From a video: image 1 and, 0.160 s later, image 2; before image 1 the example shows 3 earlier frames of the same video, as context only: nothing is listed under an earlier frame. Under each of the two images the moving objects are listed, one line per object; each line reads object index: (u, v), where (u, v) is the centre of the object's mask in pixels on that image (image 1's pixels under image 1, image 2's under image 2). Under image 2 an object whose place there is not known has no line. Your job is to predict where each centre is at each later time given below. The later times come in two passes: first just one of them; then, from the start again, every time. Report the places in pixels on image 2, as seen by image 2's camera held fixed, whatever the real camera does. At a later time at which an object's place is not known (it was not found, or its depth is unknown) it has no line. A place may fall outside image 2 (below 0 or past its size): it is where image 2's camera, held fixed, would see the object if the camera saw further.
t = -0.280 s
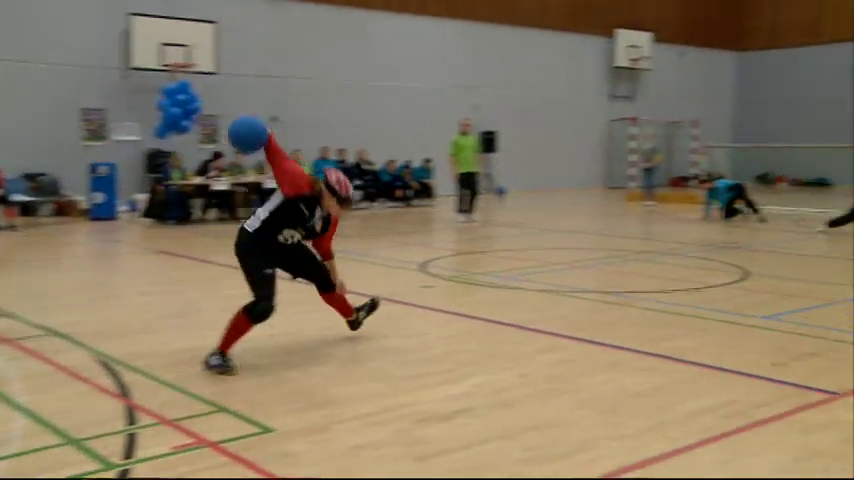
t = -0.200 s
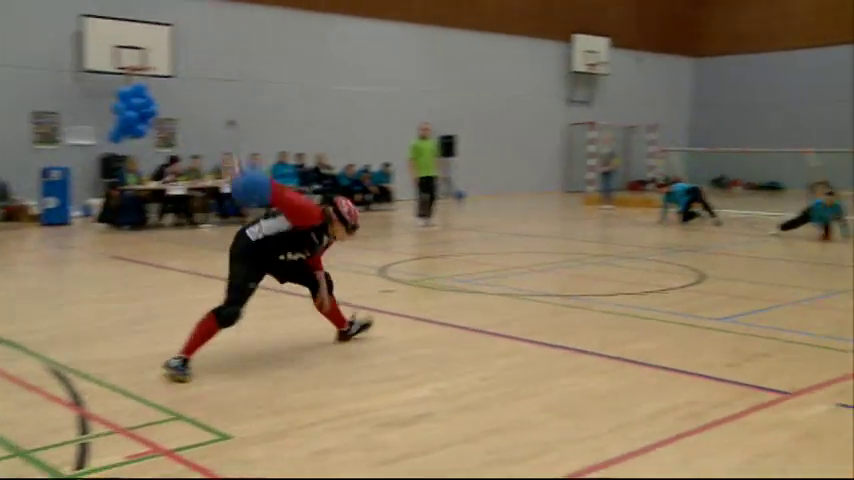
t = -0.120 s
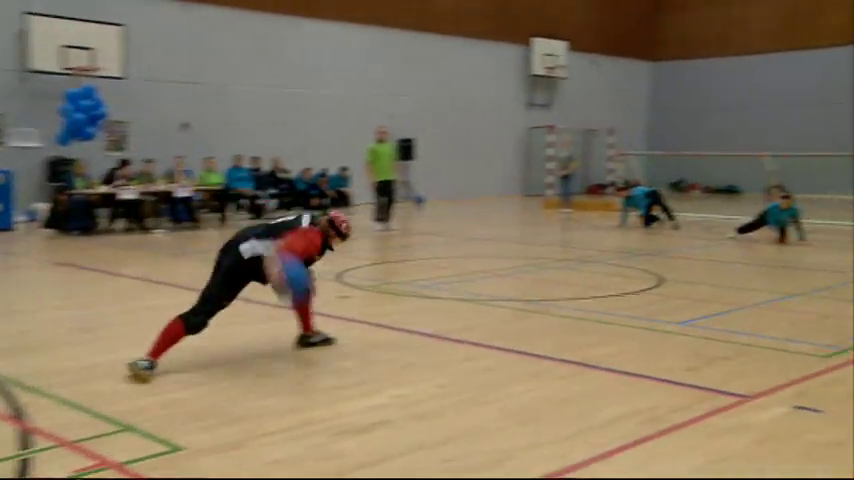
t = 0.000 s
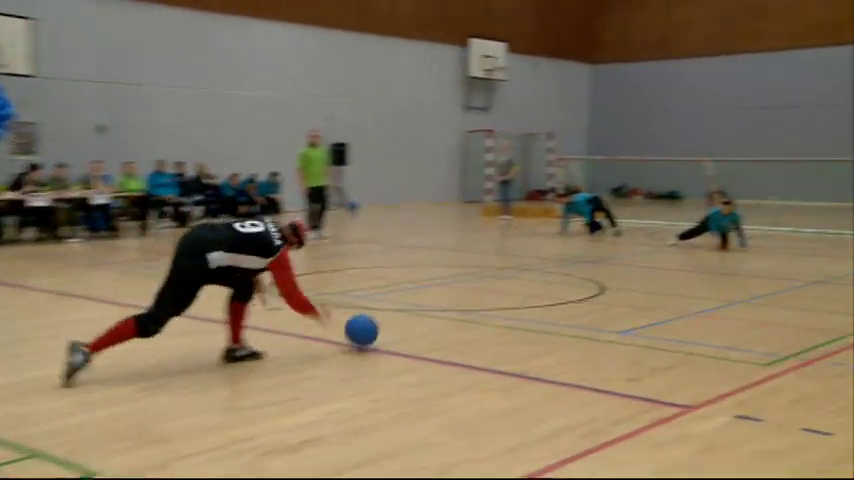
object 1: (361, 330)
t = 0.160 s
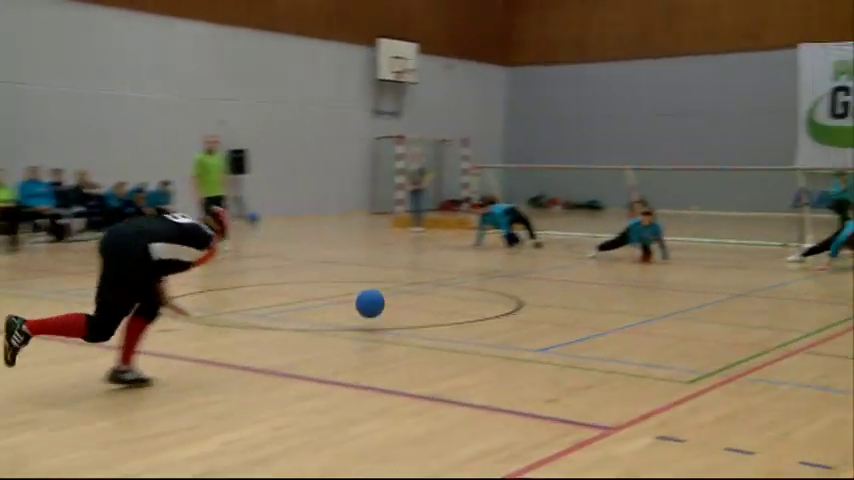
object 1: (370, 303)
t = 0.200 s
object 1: (389, 299)
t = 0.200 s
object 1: (389, 299)
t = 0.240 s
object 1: (407, 296)
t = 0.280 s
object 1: (422, 295)
